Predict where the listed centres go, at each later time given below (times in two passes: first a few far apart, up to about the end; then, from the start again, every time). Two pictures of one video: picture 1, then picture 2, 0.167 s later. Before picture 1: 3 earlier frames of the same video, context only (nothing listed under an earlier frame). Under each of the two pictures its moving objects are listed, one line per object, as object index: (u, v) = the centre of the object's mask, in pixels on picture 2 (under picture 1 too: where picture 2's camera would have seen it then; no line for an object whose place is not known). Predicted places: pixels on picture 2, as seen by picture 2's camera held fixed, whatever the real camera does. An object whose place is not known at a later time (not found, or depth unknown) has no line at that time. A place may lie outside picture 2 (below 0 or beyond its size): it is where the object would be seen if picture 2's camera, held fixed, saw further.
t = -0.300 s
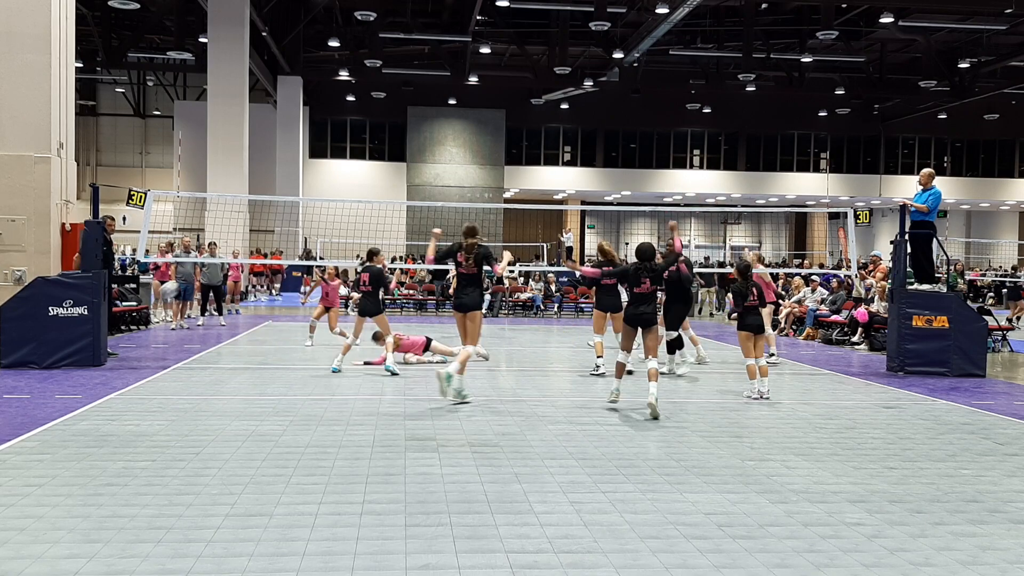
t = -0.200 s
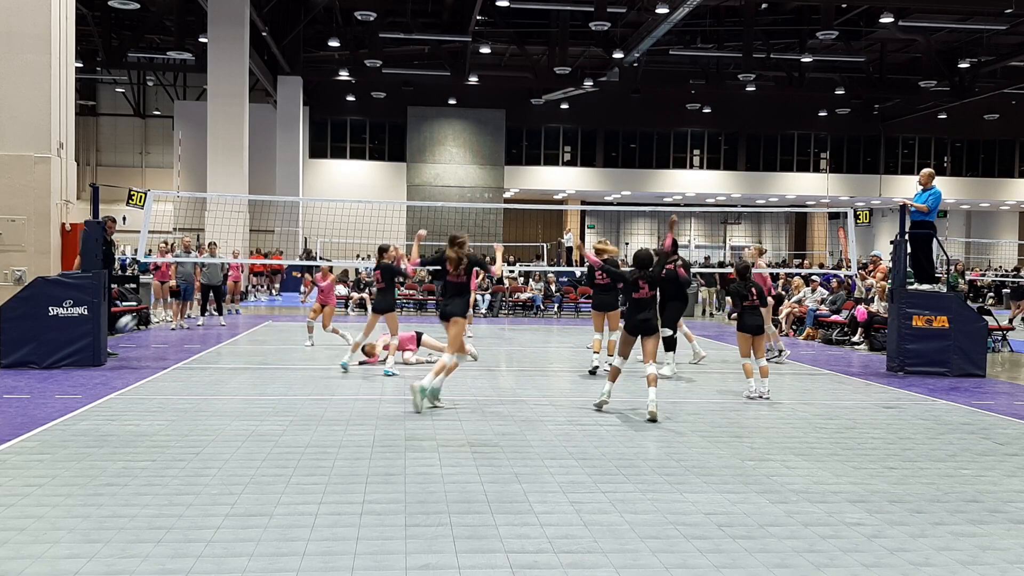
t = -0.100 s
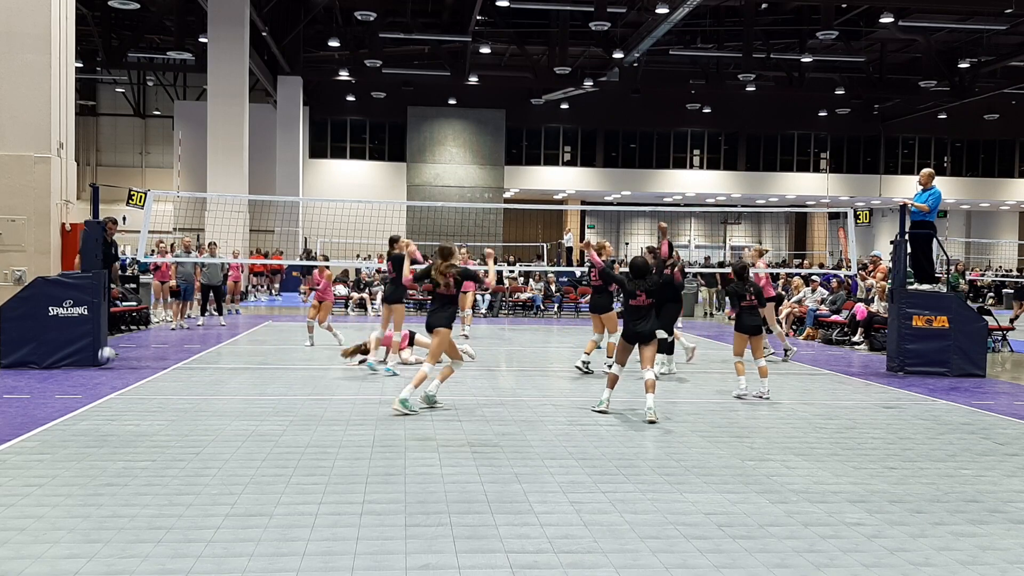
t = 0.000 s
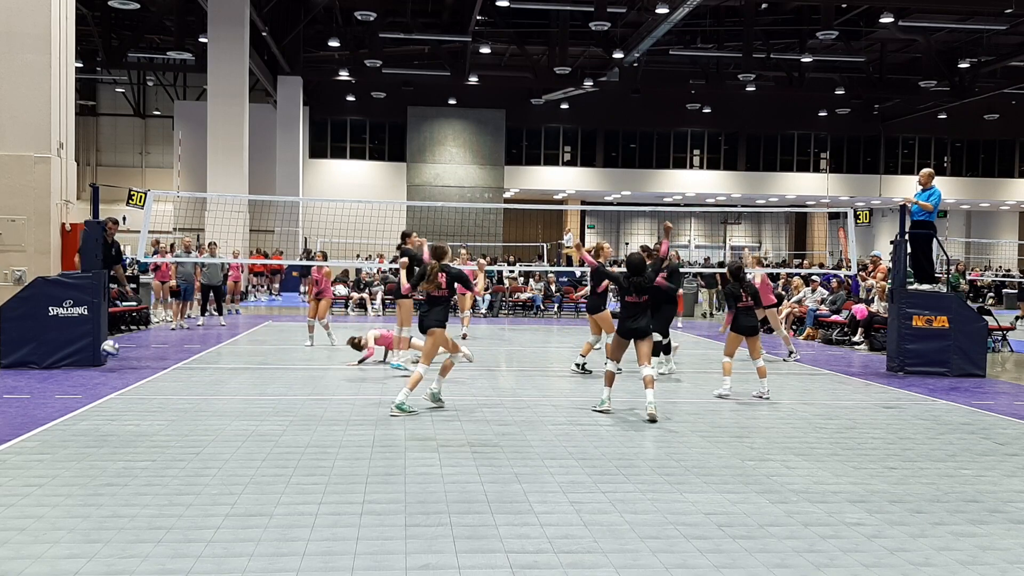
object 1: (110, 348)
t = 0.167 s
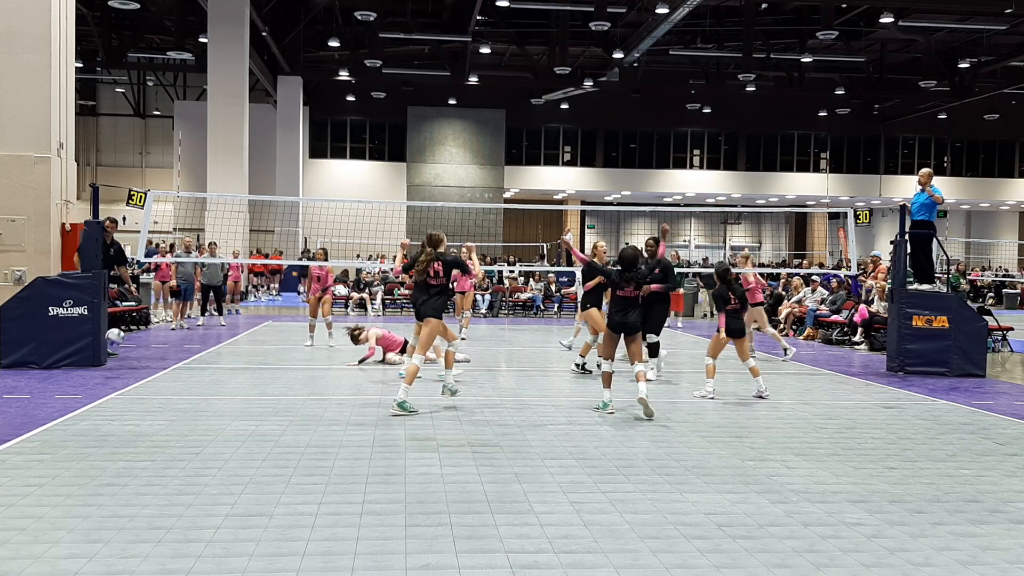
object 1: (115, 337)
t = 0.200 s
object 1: (116, 337)
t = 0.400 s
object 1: (121, 359)
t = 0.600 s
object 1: (128, 362)
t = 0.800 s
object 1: (136, 365)
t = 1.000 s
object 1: (143, 391)
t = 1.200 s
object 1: (153, 388)
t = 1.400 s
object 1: (163, 411)
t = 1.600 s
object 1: (175, 421)
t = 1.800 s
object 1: (189, 431)
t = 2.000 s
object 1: (204, 451)
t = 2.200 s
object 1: (222, 476)
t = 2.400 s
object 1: (244, 497)
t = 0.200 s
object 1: (116, 337)
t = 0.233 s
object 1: (116, 339)
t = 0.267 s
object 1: (118, 340)
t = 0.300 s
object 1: (118, 344)
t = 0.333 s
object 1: (119, 348)
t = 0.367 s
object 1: (120, 353)
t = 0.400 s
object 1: (121, 359)
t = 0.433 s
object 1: (122, 366)
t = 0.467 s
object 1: (124, 375)
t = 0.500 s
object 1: (125, 374)
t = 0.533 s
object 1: (126, 369)
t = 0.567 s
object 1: (127, 366)
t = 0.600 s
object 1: (128, 362)
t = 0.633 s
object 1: (130, 360)
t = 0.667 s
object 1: (131, 359)
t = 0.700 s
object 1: (132, 359)
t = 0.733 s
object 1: (133, 360)
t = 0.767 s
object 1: (134, 362)
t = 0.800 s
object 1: (136, 365)
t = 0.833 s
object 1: (137, 369)
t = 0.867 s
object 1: (138, 374)
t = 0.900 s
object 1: (139, 381)
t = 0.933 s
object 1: (140, 389)
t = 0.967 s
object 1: (142, 396)
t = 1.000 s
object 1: (143, 391)
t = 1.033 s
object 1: (145, 388)
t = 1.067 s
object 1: (147, 385)
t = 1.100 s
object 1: (148, 384)
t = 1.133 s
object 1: (149, 384)
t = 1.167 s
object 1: (151, 385)
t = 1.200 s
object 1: (153, 388)
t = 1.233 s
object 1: (154, 391)
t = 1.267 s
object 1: (156, 396)
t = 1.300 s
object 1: (158, 403)
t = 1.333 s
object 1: (159, 411)
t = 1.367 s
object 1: (161, 414)
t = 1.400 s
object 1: (163, 411)
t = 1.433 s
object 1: (165, 410)
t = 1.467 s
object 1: (167, 409)
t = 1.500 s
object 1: (169, 410)
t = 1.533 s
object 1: (170, 413)
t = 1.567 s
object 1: (173, 416)
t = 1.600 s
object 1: (175, 421)
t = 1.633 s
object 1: (176, 428)
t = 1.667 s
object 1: (179, 434)
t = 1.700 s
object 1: (181, 431)
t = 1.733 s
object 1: (184, 430)
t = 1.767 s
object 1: (186, 430)
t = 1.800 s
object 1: (189, 431)
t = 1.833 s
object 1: (191, 435)
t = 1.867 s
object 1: (194, 439)
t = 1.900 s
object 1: (196, 447)
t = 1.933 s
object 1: (199, 454)
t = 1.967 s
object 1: (202, 452)
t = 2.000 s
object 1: (204, 451)
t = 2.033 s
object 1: (207, 452)
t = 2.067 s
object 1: (210, 454)
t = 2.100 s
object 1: (213, 459)
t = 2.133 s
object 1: (215, 465)
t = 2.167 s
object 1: (219, 474)
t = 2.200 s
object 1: (222, 476)
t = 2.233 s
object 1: (226, 476)
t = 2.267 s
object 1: (230, 479)
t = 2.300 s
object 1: (233, 483)
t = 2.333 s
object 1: (237, 491)
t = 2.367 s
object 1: (240, 496)
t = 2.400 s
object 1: (244, 497)
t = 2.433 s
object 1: (248, 500)
